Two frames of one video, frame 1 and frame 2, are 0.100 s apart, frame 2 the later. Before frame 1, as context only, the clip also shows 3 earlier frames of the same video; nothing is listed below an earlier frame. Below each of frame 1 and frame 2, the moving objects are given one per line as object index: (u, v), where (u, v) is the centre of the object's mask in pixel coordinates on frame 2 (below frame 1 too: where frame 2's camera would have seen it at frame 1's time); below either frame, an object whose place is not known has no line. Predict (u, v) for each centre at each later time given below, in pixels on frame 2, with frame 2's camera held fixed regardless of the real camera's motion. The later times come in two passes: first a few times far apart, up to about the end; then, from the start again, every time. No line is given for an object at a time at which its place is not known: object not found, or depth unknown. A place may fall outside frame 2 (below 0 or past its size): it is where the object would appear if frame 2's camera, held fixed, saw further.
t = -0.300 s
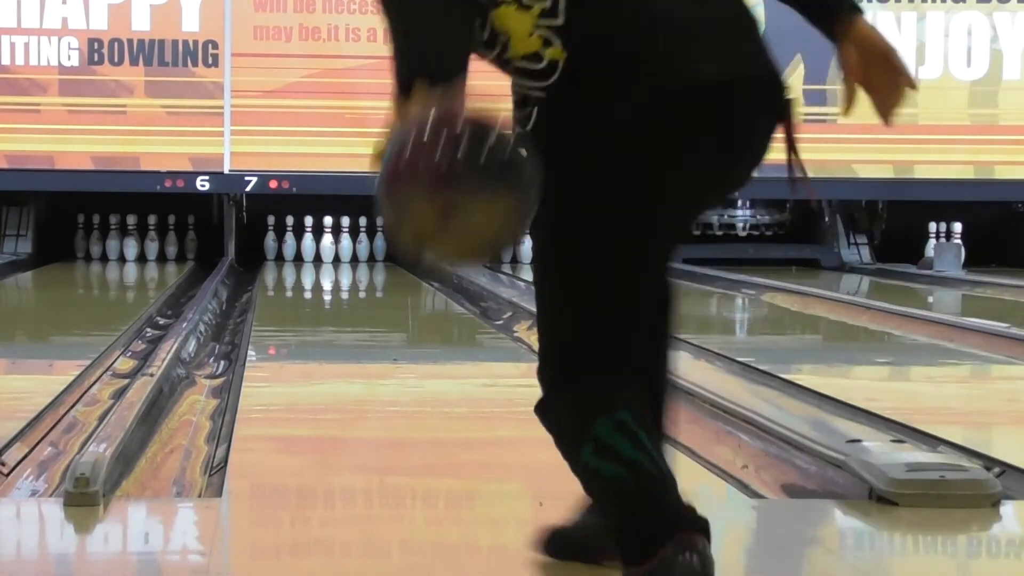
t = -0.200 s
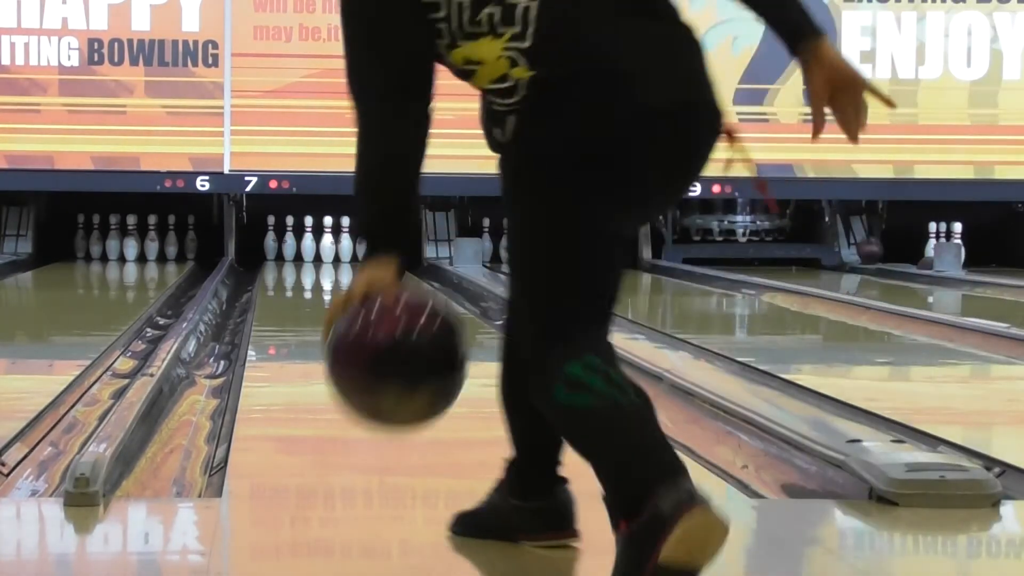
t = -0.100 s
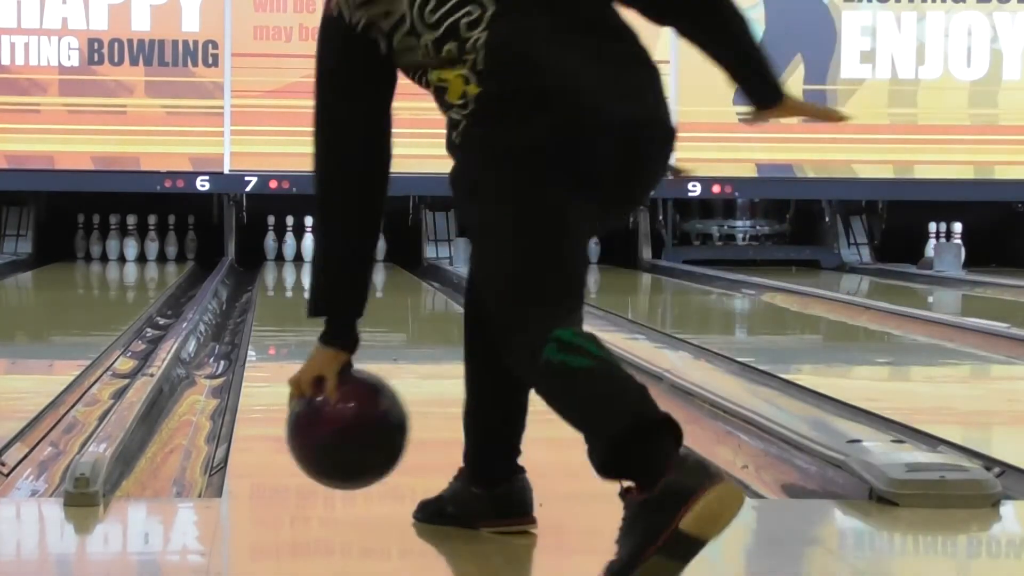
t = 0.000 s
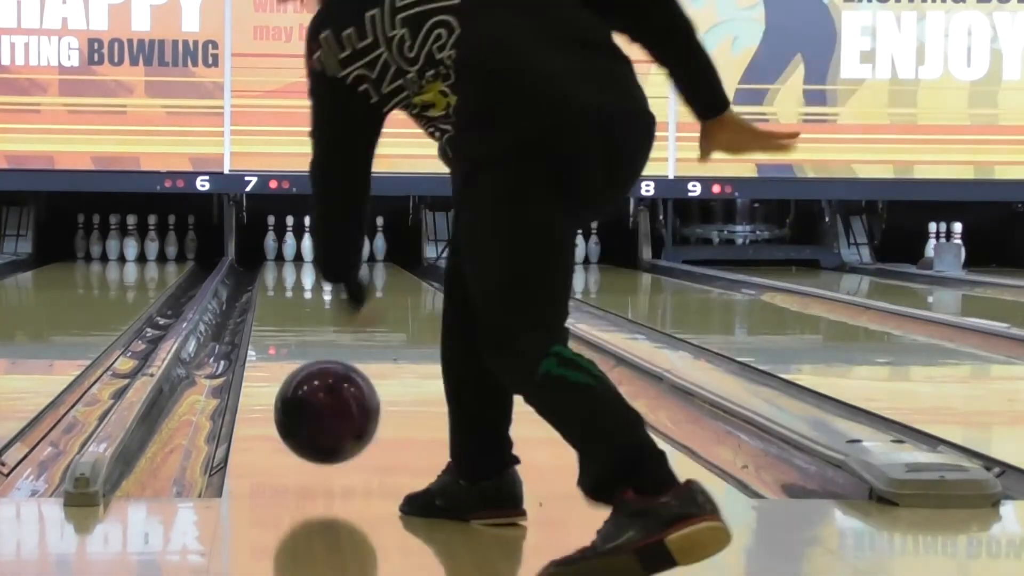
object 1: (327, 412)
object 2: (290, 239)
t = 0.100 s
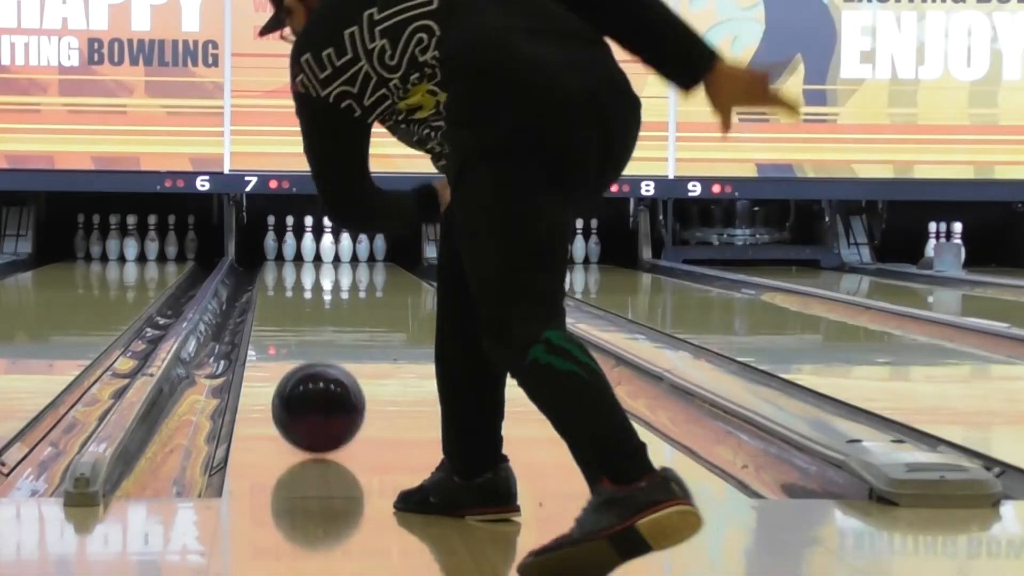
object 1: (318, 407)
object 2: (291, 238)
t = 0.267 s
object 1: (310, 374)
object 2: (291, 238)
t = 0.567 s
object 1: (299, 332)
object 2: (291, 238)
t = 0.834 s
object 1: (295, 308)
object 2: (291, 238)
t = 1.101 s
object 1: (292, 291)
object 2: (291, 237)
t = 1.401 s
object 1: (291, 276)
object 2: (291, 235)
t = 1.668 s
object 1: (292, 266)
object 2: (290, 233)
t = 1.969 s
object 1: (295, 258)
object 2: (290, 229)
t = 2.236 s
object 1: (304, 253)
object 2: (290, 232)
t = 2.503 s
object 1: (316, 249)
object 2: (291, 238)
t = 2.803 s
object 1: (315, 248)
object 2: (262, 253)
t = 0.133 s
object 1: (316, 399)
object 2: (291, 238)
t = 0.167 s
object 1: (314, 394)
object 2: (291, 238)
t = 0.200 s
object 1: (312, 387)
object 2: (291, 238)
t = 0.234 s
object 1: (311, 380)
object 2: (291, 238)
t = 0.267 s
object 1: (310, 374)
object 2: (291, 238)
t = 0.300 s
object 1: (308, 368)
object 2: (291, 238)
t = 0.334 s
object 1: (307, 363)
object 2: (291, 238)
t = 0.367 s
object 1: (305, 357)
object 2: (291, 238)
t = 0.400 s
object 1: (304, 353)
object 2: (291, 238)
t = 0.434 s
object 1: (302, 348)
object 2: (291, 238)
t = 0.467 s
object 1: (301, 343)
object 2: (291, 238)
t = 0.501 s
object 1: (301, 340)
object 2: (291, 238)
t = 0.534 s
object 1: (300, 336)
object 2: (291, 238)
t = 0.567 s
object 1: (299, 332)
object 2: (291, 238)
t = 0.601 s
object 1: (298, 328)
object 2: (291, 238)
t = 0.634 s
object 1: (298, 325)
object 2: (291, 238)
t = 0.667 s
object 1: (297, 322)
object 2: (291, 238)
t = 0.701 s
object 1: (296, 319)
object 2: (291, 238)
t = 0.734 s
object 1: (296, 317)
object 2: (291, 238)
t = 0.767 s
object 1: (295, 313)
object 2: (291, 238)
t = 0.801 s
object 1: (295, 311)
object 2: (291, 238)
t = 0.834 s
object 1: (295, 308)
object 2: (291, 238)
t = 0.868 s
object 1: (293, 306)
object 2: (291, 238)
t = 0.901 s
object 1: (294, 304)
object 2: (291, 238)
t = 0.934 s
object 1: (293, 301)
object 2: (291, 238)
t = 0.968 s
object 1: (293, 299)
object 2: (291, 238)
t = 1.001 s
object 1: (293, 297)
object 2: (291, 238)
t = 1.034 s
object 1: (292, 295)
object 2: (291, 238)
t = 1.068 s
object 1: (292, 293)
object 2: (291, 238)
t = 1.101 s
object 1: (292, 291)
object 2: (291, 237)
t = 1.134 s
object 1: (292, 289)
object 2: (291, 238)
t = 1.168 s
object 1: (292, 287)
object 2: (291, 237)
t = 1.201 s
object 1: (292, 286)
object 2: (291, 238)
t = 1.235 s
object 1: (292, 284)
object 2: (291, 238)
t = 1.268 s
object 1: (291, 282)
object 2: (291, 237)
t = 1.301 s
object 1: (291, 281)
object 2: (291, 236)
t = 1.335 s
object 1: (291, 279)
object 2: (291, 236)
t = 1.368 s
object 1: (291, 277)
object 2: (291, 236)
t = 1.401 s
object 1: (291, 276)
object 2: (291, 235)
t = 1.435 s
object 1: (291, 275)
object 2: (291, 236)
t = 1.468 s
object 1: (291, 273)
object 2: (291, 236)
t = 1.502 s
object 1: (291, 272)
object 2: (291, 235)
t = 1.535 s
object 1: (291, 271)
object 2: (290, 235)
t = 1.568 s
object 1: (291, 270)
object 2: (290, 235)
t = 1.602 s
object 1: (291, 269)
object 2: (290, 234)
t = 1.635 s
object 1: (291, 267)
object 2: (290, 234)
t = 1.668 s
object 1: (292, 266)
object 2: (290, 233)
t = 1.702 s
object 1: (292, 265)
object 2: (290, 233)
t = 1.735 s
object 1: (292, 264)
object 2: (290, 232)
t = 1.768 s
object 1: (292, 264)
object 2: (290, 232)
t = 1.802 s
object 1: (292, 263)
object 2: (290, 232)
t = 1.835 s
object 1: (293, 262)
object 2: (290, 231)
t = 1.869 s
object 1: (293, 261)
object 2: (290, 231)
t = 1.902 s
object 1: (293, 260)
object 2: (290, 231)
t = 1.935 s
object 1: (294, 259)
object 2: (290, 230)
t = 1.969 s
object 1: (295, 258)
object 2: (290, 229)
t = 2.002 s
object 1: (296, 257)
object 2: (290, 229)
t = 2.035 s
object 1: (297, 257)
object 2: (290, 230)
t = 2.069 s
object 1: (298, 256)
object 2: (290, 230)
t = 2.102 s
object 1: (298, 255)
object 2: (290, 229)
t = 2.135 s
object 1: (300, 255)
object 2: (290, 229)
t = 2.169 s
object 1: (302, 254)
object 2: (290, 230)
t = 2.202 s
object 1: (303, 254)
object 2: (290, 230)
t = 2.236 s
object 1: (304, 253)
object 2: (290, 232)
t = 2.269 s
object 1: (305, 253)
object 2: (290, 235)
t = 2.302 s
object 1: (307, 252)
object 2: (291, 237)
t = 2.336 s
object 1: (309, 252)
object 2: (291, 238)
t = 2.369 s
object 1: (310, 251)
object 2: (291, 238)
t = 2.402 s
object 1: (311, 251)
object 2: (291, 238)
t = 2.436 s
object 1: (314, 250)
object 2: (291, 238)
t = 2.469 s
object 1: (315, 250)
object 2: (291, 238)
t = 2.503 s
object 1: (316, 249)
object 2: (291, 238)
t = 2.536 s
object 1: (314, 250)
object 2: (291, 238)
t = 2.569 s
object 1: (315, 249)
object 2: (290, 237)
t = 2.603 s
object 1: (316, 249)
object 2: (284, 234)
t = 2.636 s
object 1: (316, 249)
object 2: (276, 240)
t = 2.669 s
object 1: (315, 249)
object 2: (259, 241)
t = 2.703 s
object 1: (314, 248)
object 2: (254, 244)
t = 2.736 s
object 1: (313, 248)
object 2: (259, 247)
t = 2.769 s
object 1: (315, 251)
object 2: (263, 251)
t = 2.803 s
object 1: (315, 248)
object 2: (262, 253)
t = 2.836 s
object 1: (312, 249)
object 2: (261, 254)
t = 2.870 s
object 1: (314, 251)
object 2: (261, 252)
